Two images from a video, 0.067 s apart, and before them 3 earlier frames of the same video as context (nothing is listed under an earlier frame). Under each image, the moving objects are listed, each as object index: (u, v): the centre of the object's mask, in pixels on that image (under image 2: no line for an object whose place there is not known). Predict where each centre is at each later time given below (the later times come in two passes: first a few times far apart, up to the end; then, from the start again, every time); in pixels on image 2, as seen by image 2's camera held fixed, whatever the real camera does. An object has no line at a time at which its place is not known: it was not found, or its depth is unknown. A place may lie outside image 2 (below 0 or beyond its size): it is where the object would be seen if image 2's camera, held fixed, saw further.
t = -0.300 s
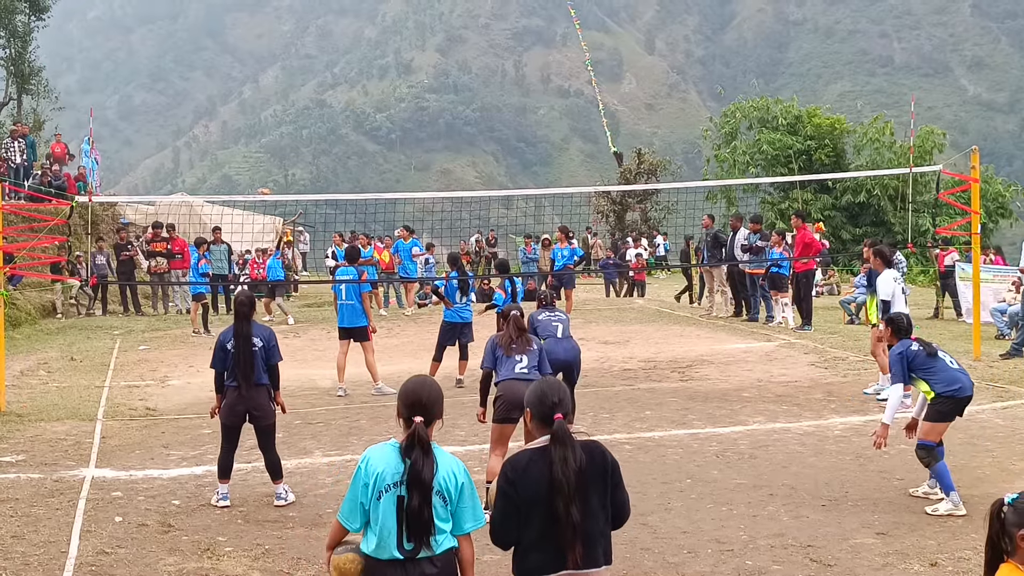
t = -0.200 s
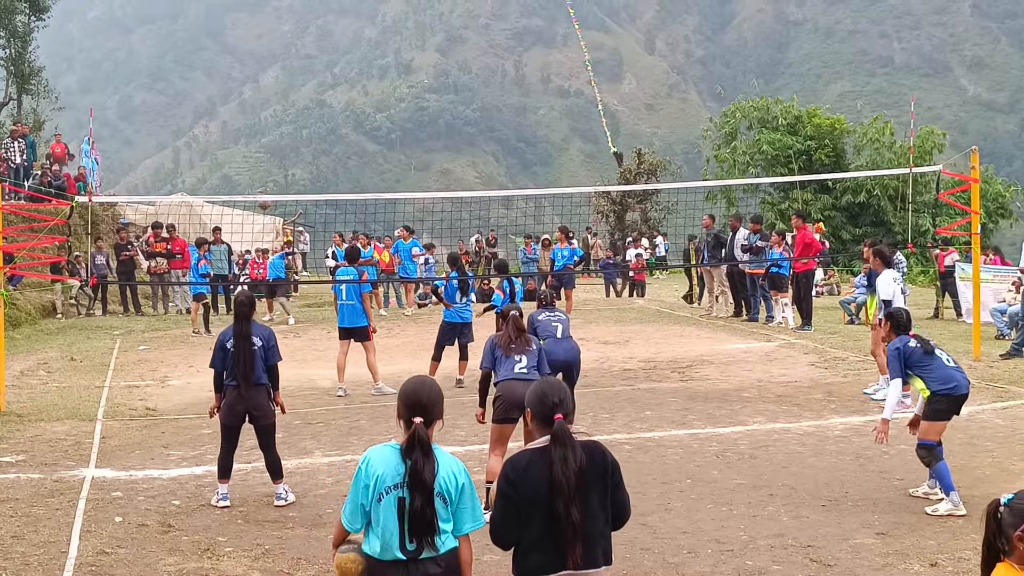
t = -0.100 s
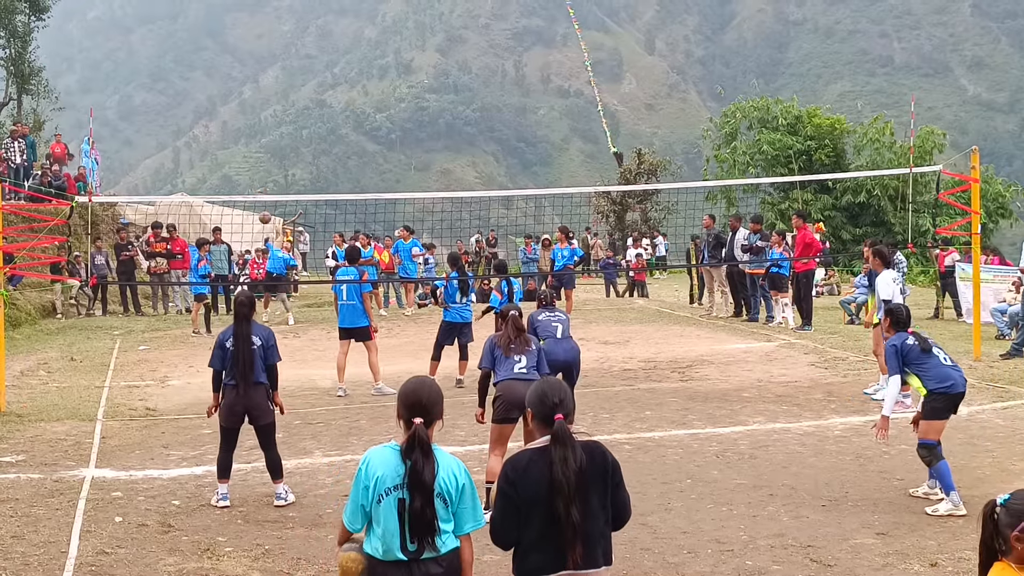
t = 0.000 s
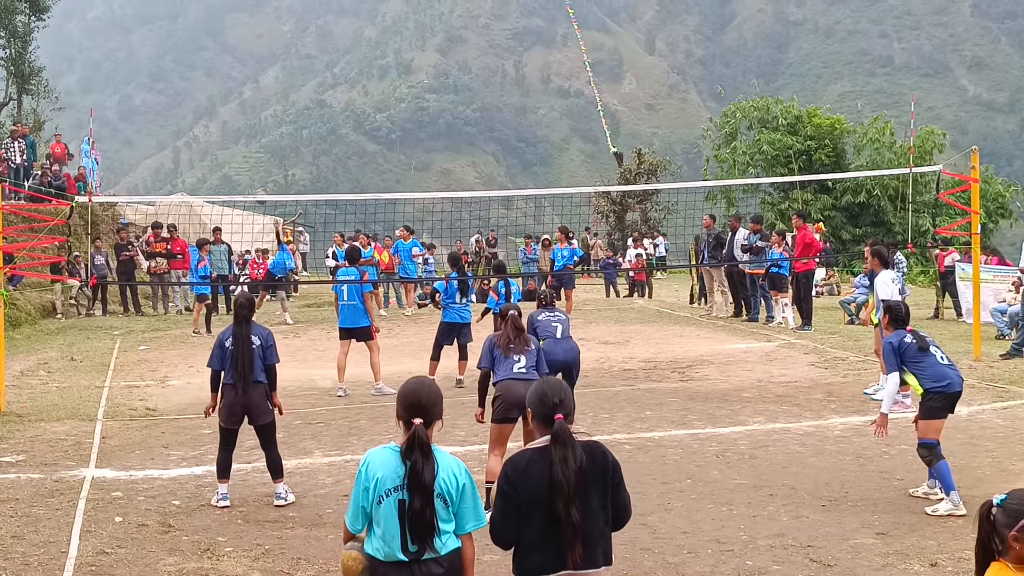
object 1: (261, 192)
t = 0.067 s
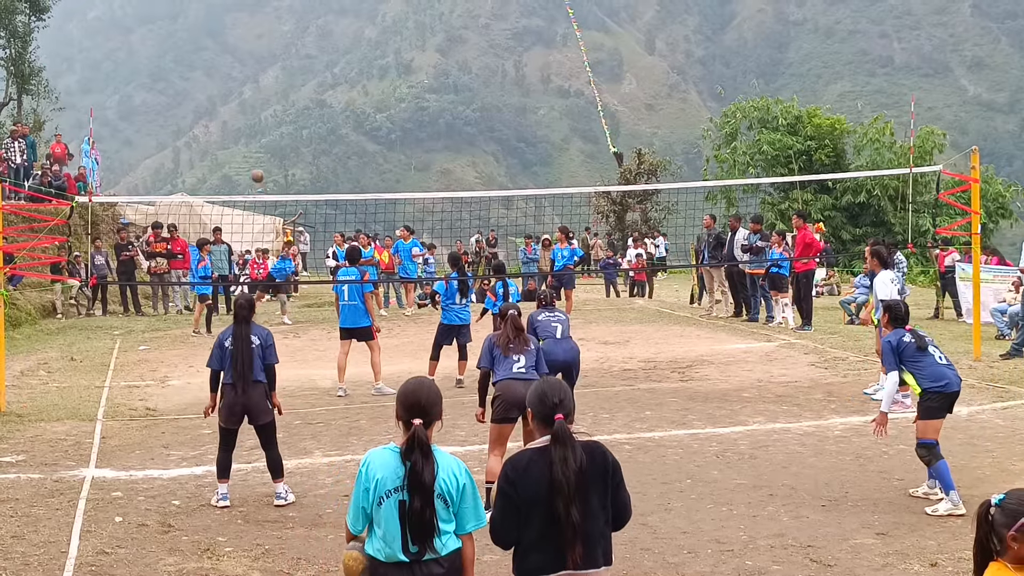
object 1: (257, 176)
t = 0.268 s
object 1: (247, 117)
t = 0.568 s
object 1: (235, 71)
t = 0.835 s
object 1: (232, 82)
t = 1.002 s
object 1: (234, 134)
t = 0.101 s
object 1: (256, 166)
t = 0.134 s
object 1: (254, 155)
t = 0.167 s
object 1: (253, 145)
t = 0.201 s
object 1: (251, 135)
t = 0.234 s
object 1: (249, 126)
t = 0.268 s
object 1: (247, 117)
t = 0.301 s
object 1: (245, 110)
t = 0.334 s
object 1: (243, 103)
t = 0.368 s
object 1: (242, 96)
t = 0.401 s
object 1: (240, 90)
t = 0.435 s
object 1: (239, 85)
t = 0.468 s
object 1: (238, 81)
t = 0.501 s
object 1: (236, 77)
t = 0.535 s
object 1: (236, 73)
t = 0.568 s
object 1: (235, 71)
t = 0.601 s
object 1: (234, 69)
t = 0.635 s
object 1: (234, 68)
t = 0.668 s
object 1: (234, 68)
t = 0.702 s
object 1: (233, 69)
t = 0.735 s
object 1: (232, 70)
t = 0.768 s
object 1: (232, 73)
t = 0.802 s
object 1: (232, 77)
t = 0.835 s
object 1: (232, 82)
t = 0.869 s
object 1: (232, 90)
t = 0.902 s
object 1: (233, 98)
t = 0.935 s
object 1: (233, 108)
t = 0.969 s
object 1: (233, 120)
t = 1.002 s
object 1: (234, 134)
